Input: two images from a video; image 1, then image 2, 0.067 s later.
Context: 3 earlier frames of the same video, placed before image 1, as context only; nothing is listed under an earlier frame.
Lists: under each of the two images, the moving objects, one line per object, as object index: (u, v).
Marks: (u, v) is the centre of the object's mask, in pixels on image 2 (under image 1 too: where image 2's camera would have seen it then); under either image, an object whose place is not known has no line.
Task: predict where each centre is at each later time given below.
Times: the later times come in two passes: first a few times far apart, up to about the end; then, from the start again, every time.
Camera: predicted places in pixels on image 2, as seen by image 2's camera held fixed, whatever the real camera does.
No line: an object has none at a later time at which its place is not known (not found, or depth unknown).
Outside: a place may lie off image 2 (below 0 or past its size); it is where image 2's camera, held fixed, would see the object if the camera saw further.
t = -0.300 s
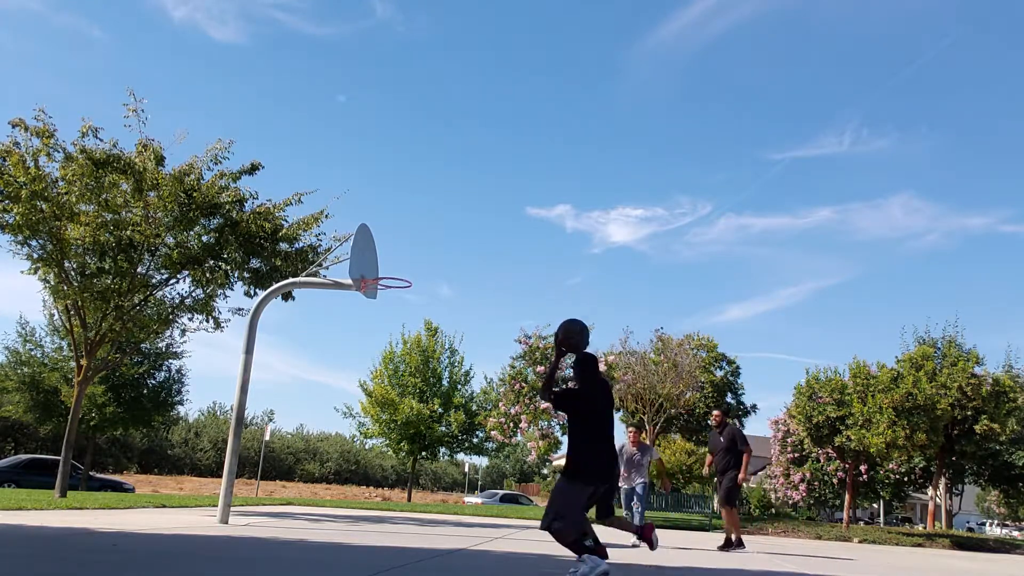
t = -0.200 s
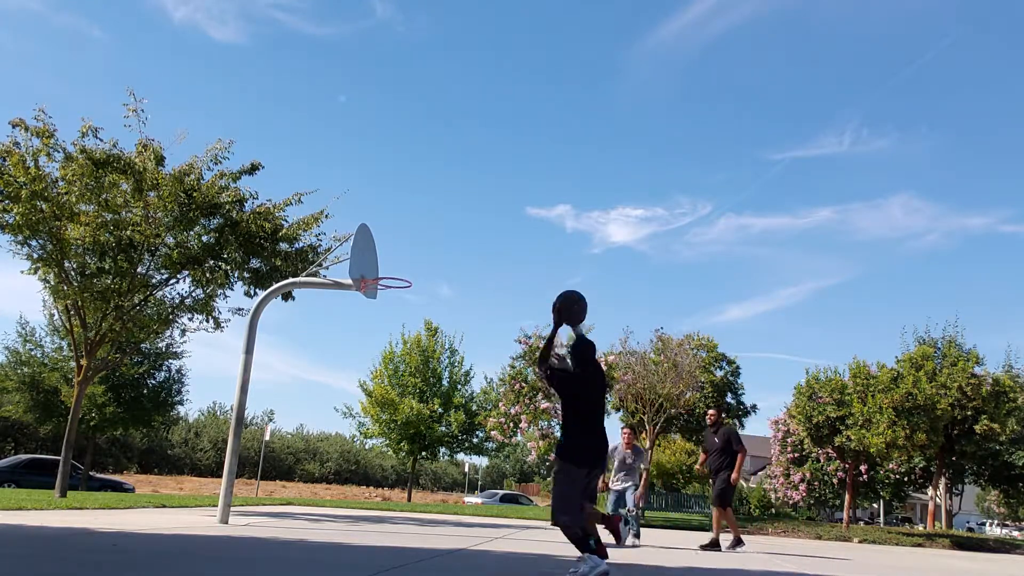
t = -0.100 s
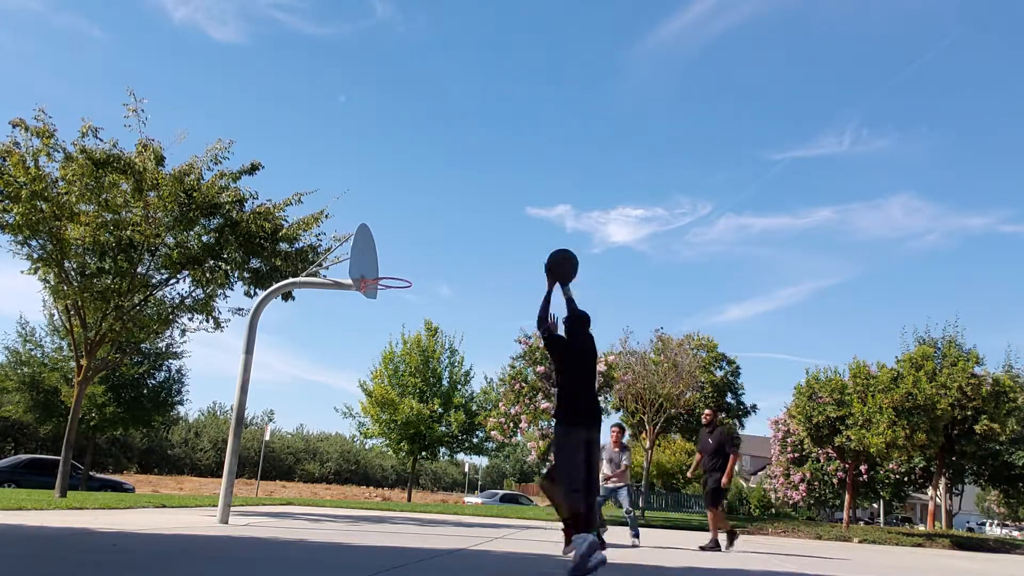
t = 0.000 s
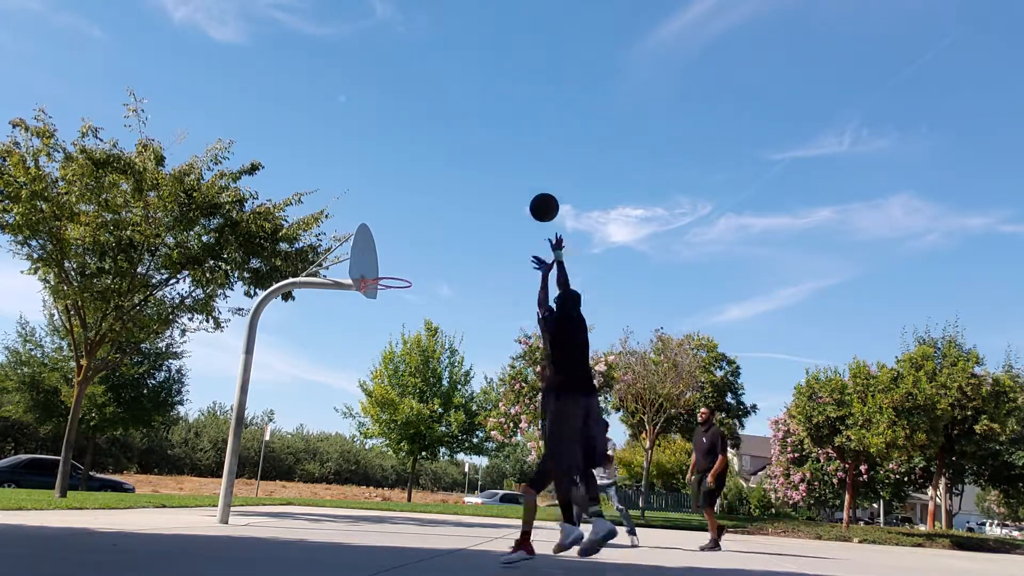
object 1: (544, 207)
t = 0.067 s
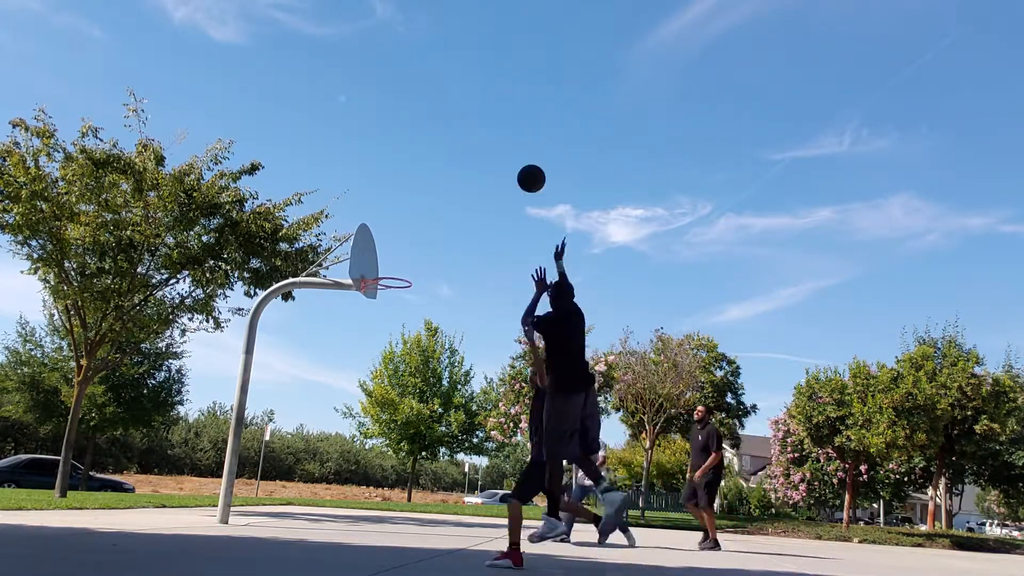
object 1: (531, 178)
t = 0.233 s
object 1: (502, 135)
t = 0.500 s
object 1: (463, 130)
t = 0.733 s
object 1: (431, 172)
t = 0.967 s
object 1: (400, 247)
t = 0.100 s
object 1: (525, 167)
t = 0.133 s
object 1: (519, 156)
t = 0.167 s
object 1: (513, 148)
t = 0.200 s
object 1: (508, 141)
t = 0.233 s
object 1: (502, 135)
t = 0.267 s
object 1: (497, 130)
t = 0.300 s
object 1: (492, 127)
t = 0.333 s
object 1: (487, 125)
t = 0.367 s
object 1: (482, 124)
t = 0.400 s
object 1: (477, 124)
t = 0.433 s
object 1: (473, 125)
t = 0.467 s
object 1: (468, 127)
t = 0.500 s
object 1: (463, 130)
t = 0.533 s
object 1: (458, 133)
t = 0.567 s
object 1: (454, 138)
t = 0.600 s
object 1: (449, 143)
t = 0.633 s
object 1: (445, 149)
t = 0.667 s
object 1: (440, 156)
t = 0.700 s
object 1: (436, 164)
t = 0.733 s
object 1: (431, 172)
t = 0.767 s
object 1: (427, 180)
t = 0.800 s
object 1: (422, 190)
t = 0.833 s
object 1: (418, 200)
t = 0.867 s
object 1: (413, 211)
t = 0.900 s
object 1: (409, 223)
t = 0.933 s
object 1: (405, 235)
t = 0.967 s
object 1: (400, 247)
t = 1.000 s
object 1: (395, 261)
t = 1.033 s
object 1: (391, 274)
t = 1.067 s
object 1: (388, 288)
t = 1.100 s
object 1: (392, 295)
